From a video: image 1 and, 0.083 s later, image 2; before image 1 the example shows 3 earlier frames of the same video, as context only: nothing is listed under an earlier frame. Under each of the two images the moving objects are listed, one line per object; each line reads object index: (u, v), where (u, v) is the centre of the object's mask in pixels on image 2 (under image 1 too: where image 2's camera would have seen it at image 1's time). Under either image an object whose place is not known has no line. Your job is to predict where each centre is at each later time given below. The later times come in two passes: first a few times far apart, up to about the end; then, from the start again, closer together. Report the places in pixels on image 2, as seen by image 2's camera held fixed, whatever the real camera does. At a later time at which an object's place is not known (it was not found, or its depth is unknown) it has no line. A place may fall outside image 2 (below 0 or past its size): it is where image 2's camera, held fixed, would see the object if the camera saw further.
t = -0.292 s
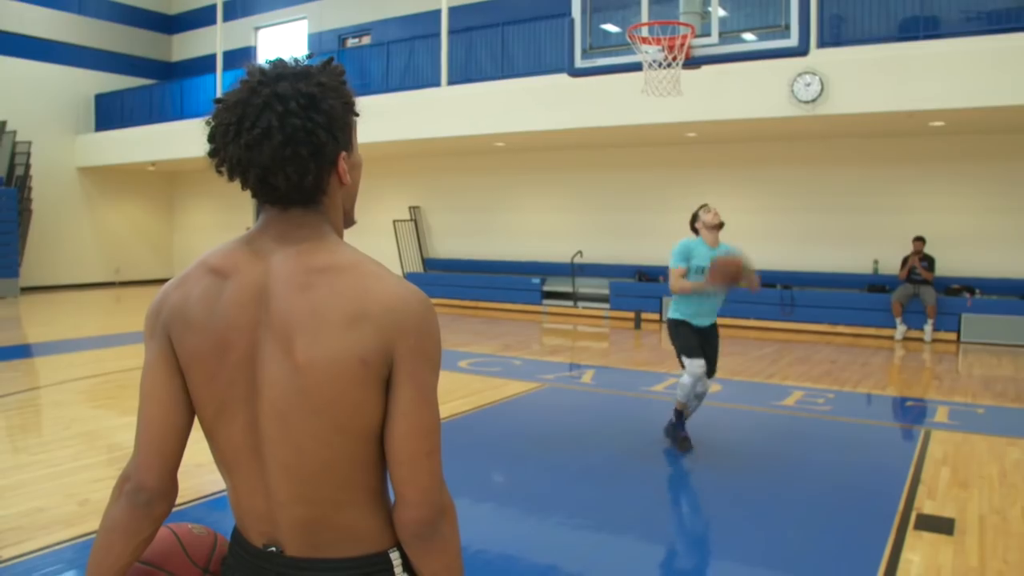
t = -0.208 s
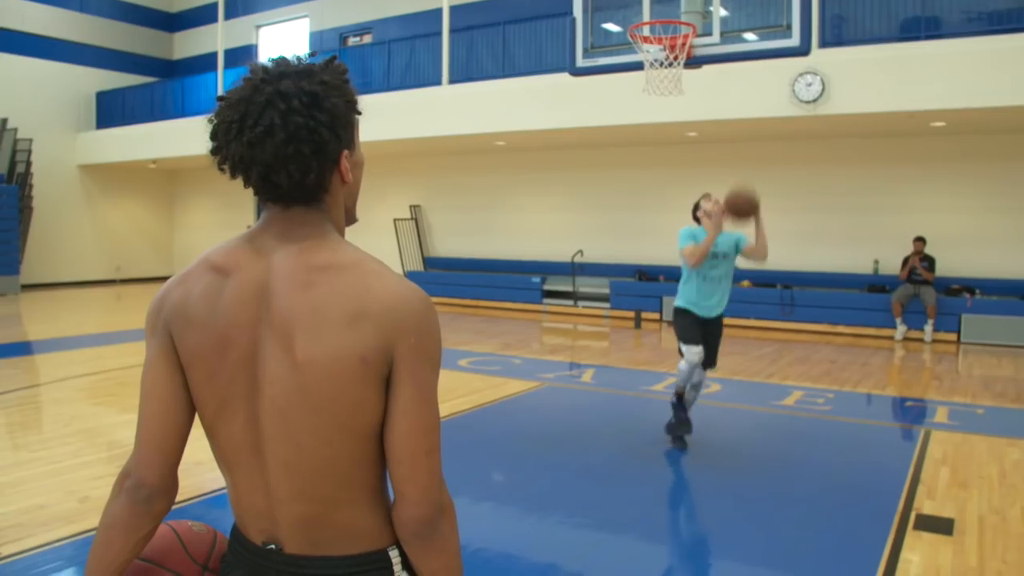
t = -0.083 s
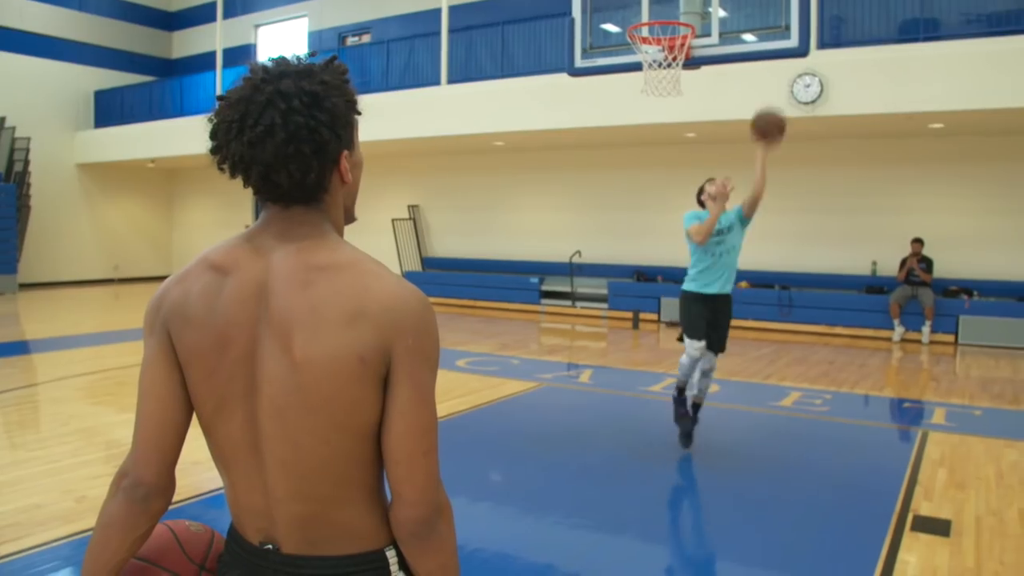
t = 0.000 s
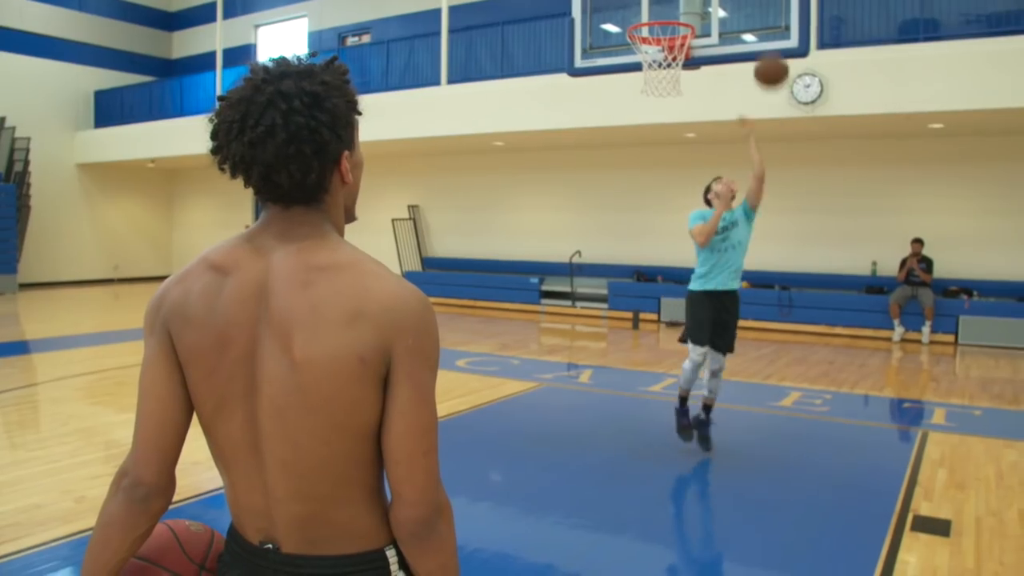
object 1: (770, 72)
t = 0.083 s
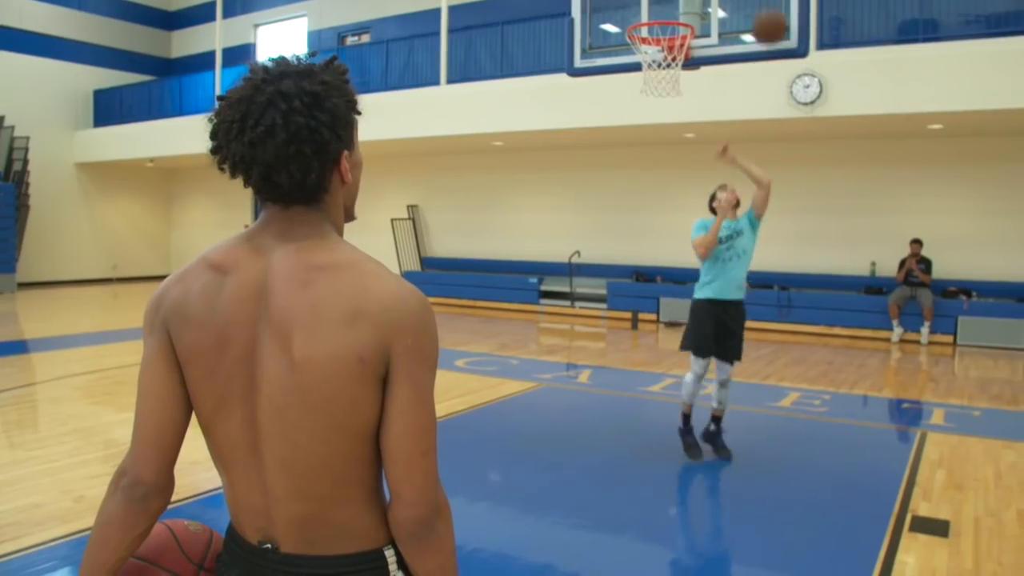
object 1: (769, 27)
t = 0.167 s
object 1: (767, 4)
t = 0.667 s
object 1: (682, 6)
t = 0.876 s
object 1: (646, 72)
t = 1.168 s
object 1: (633, 195)
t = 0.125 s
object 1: (767, 11)
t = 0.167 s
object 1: (767, 4)
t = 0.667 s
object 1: (682, 6)
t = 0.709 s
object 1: (673, 12)
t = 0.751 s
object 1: (665, 27)
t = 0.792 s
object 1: (656, 39)
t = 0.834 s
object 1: (653, 56)
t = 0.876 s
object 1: (646, 72)
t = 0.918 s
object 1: (644, 87)
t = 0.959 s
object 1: (643, 96)
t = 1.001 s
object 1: (641, 112)
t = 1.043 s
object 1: (639, 131)
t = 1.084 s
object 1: (638, 150)
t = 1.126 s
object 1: (637, 172)
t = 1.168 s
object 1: (633, 195)
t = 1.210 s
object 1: (632, 222)
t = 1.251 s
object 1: (630, 249)
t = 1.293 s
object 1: (628, 279)
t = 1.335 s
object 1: (624, 310)
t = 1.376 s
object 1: (621, 344)
